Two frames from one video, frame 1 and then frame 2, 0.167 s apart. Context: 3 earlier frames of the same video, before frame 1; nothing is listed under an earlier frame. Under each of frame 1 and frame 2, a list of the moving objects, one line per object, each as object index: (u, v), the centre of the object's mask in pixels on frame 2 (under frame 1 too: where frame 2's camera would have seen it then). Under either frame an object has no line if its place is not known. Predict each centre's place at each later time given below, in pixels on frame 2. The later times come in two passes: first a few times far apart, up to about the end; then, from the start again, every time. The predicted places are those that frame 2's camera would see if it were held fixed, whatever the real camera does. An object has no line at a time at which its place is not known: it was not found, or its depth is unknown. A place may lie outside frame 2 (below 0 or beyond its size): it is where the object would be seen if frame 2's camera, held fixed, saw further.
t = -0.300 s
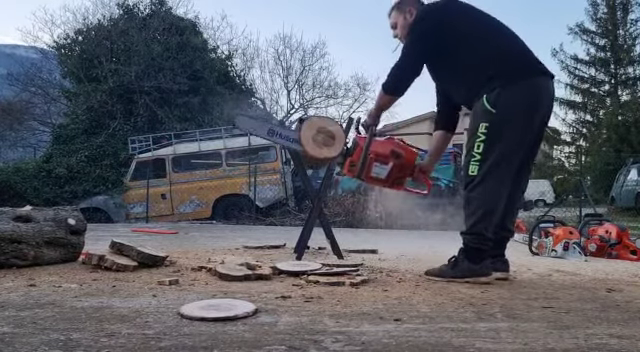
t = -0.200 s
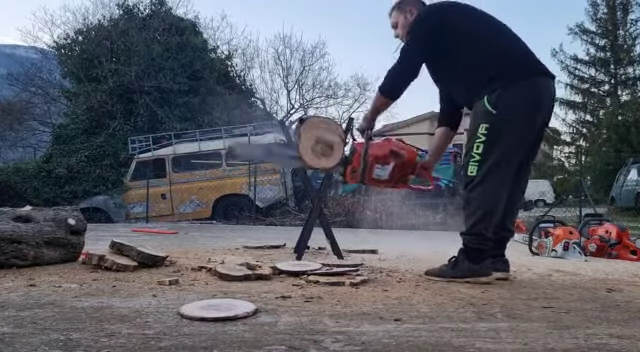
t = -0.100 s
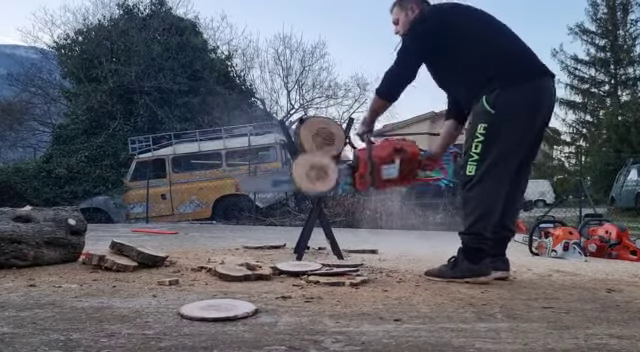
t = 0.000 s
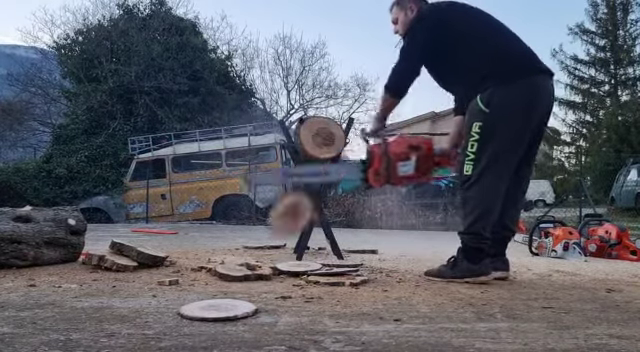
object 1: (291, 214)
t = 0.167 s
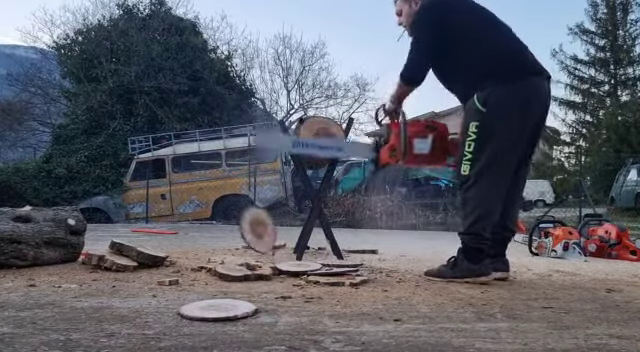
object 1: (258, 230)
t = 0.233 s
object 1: (247, 233)
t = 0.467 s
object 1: (207, 242)
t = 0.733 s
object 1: (173, 241)
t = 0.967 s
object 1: (157, 240)
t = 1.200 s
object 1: (147, 247)
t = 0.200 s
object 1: (252, 231)
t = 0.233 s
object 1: (247, 233)
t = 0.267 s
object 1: (241, 237)
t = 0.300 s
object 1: (235, 239)
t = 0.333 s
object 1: (230, 238)
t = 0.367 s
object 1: (223, 239)
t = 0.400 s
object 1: (217, 240)
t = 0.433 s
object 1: (212, 241)
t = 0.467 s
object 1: (207, 242)
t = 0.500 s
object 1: (201, 243)
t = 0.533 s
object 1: (195, 243)
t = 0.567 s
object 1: (189, 244)
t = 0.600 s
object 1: (185, 243)
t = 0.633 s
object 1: (181, 243)
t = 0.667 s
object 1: (178, 242)
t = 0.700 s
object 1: (175, 242)
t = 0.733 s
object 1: (173, 241)
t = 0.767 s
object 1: (170, 241)
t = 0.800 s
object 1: (168, 240)
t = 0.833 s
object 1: (166, 240)
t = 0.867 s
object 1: (164, 239)
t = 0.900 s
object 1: (162, 238)
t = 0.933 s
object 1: (158, 239)
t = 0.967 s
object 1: (157, 240)
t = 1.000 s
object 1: (151, 239)
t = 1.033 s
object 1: (148, 241)
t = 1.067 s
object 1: (150, 243)
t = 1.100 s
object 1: (151, 244)
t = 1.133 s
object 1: (149, 244)
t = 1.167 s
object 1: (148, 246)
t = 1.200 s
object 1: (147, 247)
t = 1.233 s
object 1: (147, 247)
